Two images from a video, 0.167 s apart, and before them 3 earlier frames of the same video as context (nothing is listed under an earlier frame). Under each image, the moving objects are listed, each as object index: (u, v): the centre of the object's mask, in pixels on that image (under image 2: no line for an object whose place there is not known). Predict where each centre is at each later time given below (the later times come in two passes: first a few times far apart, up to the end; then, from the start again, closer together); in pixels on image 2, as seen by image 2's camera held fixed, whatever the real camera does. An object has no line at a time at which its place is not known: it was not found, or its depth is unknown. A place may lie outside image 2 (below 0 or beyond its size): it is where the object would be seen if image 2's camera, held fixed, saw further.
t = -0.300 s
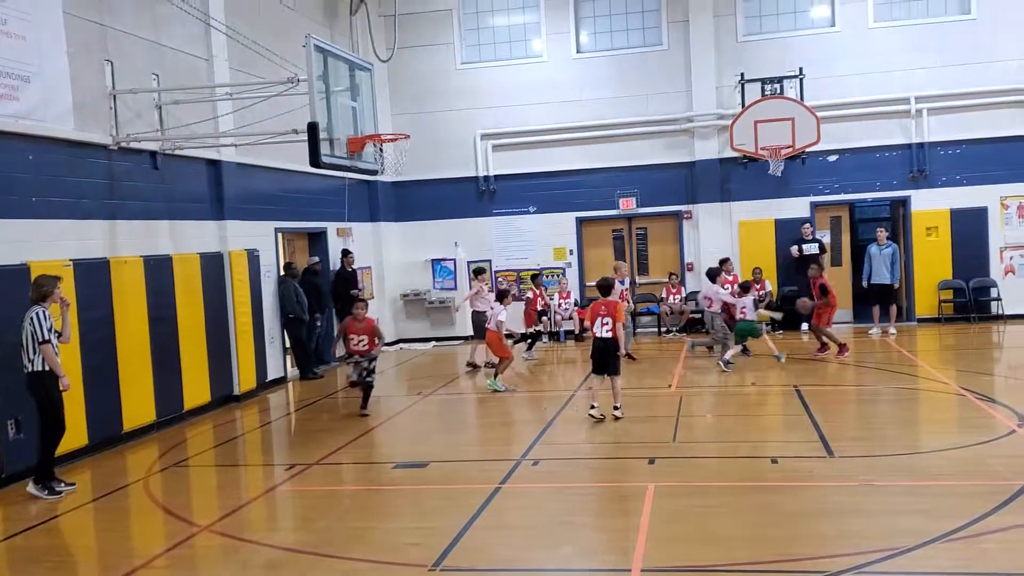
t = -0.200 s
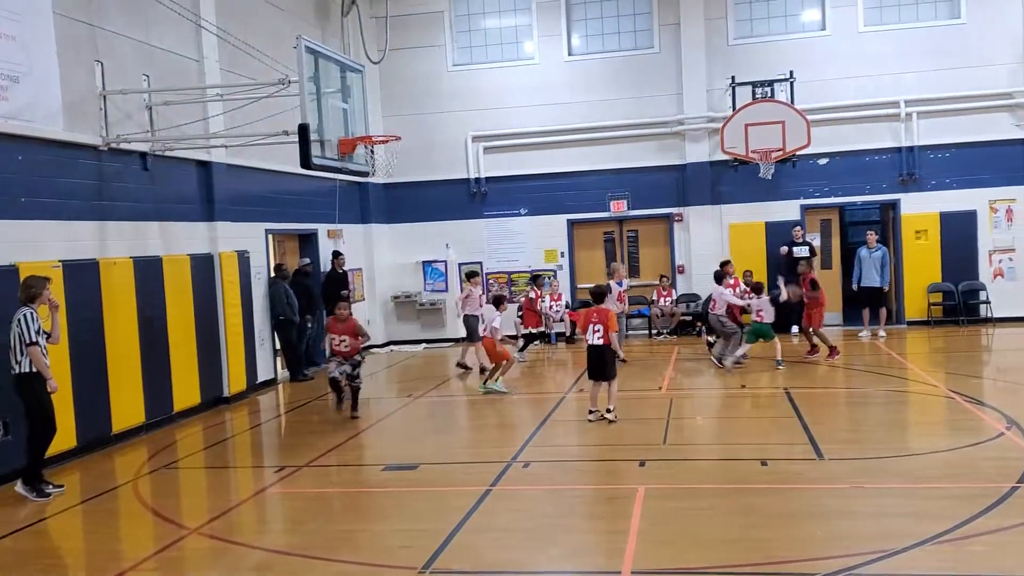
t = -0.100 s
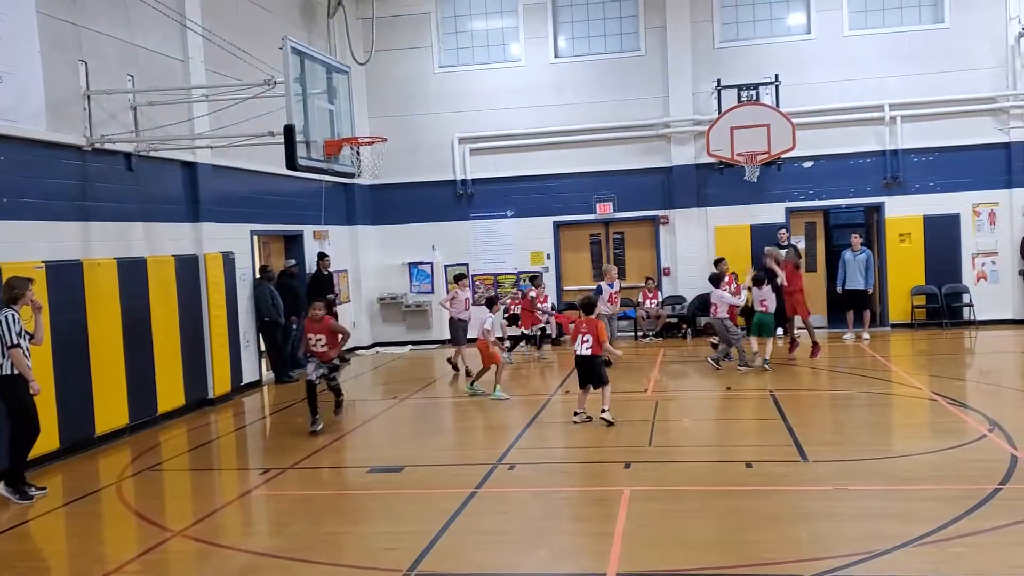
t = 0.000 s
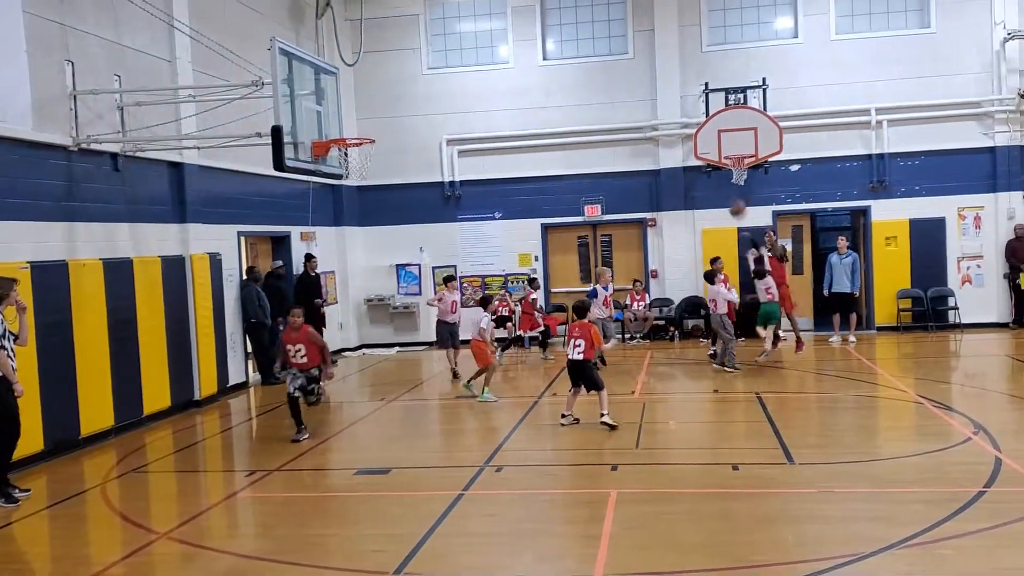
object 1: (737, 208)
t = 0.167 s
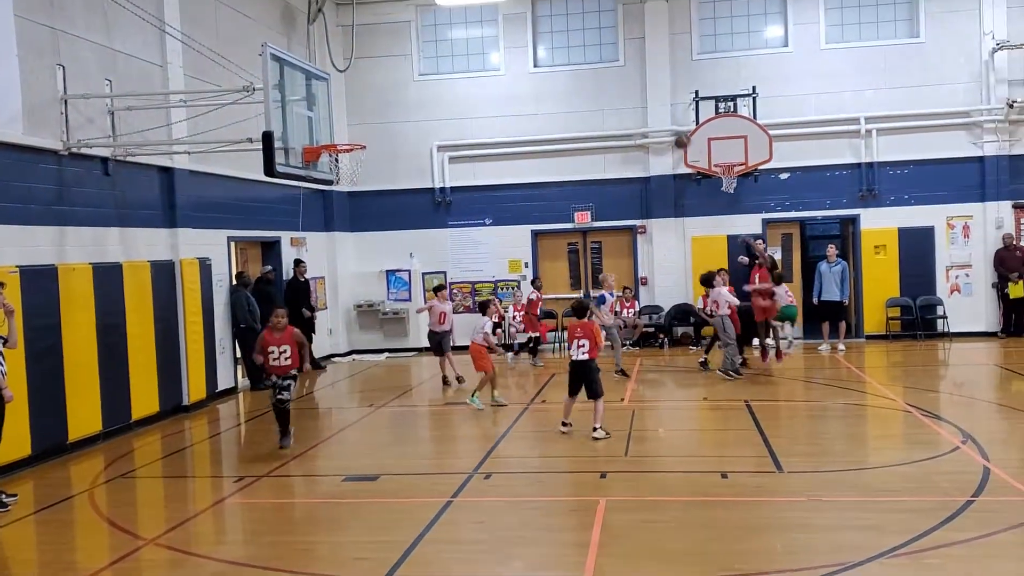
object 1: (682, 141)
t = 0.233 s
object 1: (664, 113)
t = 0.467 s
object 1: (599, 45)
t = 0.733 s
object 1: (521, 15)
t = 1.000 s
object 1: (438, 44)
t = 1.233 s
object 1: (362, 126)
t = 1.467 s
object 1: (347, 160)
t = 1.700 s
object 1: (354, 180)
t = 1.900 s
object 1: (344, 221)
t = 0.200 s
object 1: (673, 127)
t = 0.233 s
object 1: (664, 113)
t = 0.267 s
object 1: (654, 102)
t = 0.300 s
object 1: (645, 90)
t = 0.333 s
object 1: (636, 80)
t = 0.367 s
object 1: (627, 70)
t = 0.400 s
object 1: (618, 60)
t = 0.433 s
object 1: (609, 52)
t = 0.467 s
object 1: (599, 45)
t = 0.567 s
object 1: (571, 27)
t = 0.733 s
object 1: (521, 15)
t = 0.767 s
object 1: (511, 15)
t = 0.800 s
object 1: (501, 16)
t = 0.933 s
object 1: (459, 30)
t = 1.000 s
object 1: (438, 44)
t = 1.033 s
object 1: (428, 52)
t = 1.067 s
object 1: (417, 62)
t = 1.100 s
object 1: (406, 73)
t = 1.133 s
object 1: (395, 84)
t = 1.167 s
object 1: (384, 98)
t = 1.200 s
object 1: (373, 111)
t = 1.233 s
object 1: (362, 126)
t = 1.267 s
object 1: (351, 138)
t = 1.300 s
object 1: (342, 139)
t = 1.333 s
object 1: (333, 149)
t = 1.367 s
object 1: (336, 152)
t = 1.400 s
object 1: (340, 155)
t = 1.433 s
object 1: (343, 157)
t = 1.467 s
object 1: (347, 160)
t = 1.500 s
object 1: (354, 164)
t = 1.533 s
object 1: (358, 169)
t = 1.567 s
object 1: (360, 172)
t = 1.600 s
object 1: (360, 173)
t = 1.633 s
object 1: (358, 174)
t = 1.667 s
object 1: (356, 176)
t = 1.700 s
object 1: (354, 180)
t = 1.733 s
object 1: (352, 183)
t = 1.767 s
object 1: (350, 188)
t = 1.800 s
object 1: (349, 195)
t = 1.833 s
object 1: (346, 202)
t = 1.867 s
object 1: (346, 210)
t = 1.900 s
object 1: (344, 221)
